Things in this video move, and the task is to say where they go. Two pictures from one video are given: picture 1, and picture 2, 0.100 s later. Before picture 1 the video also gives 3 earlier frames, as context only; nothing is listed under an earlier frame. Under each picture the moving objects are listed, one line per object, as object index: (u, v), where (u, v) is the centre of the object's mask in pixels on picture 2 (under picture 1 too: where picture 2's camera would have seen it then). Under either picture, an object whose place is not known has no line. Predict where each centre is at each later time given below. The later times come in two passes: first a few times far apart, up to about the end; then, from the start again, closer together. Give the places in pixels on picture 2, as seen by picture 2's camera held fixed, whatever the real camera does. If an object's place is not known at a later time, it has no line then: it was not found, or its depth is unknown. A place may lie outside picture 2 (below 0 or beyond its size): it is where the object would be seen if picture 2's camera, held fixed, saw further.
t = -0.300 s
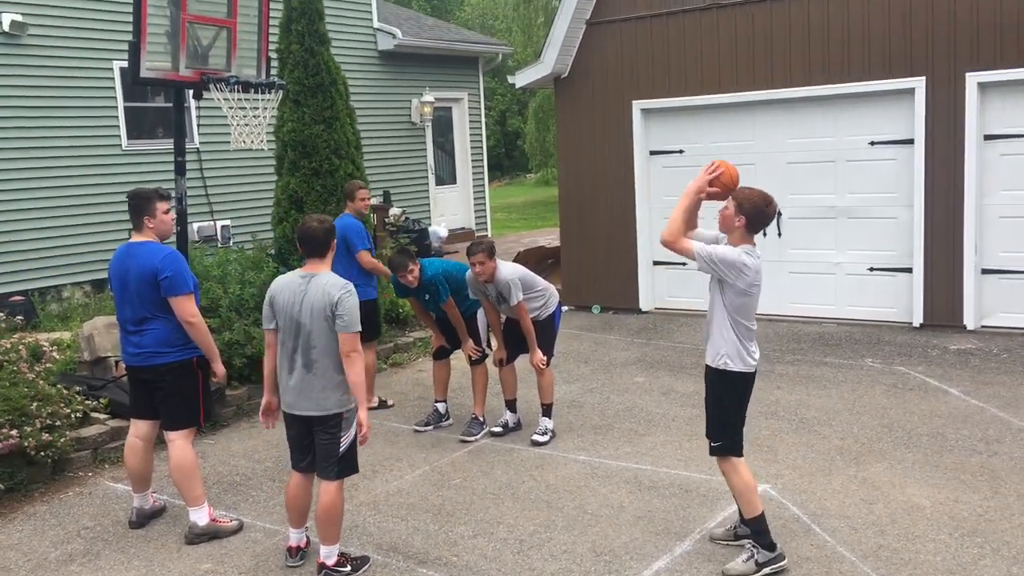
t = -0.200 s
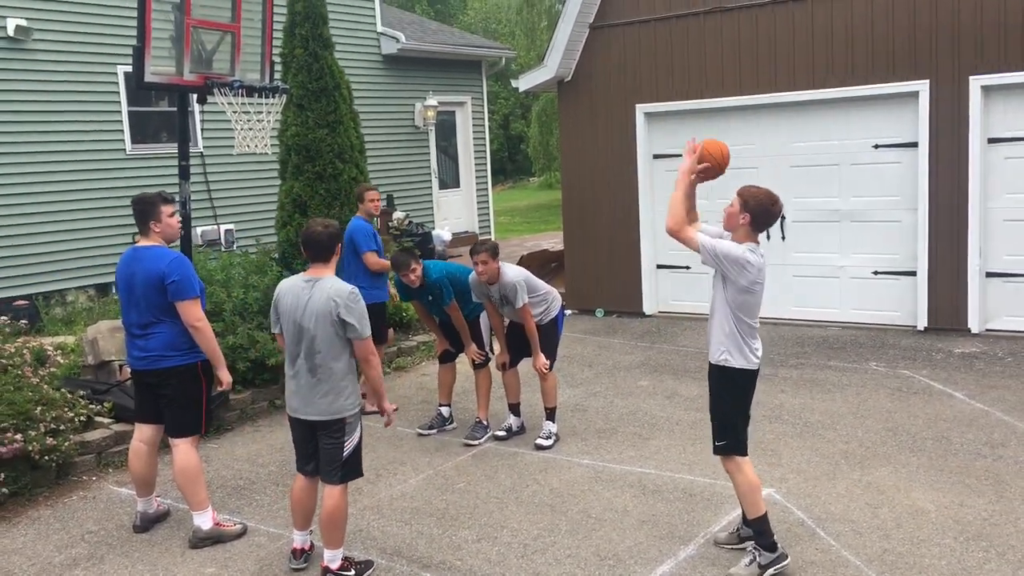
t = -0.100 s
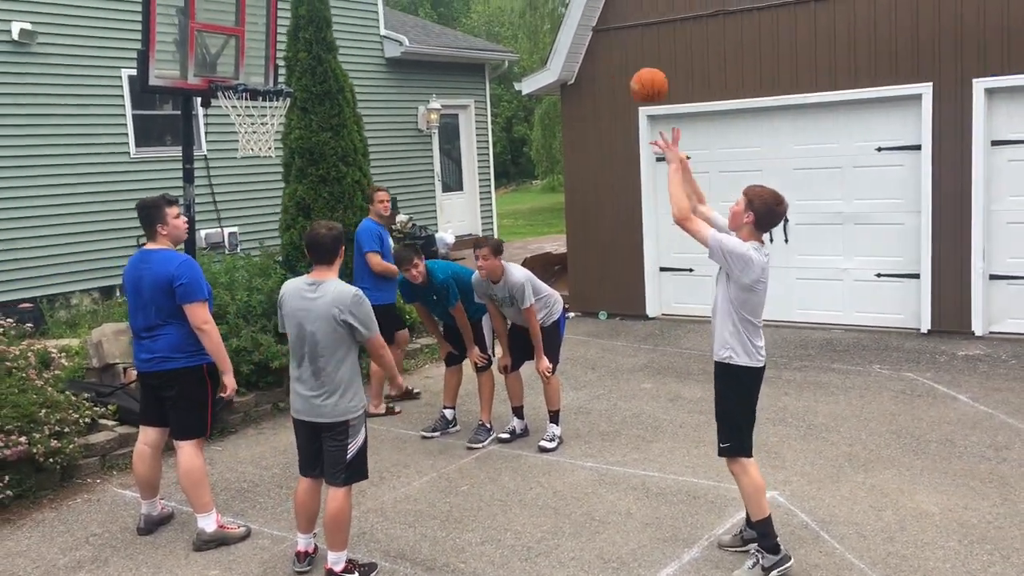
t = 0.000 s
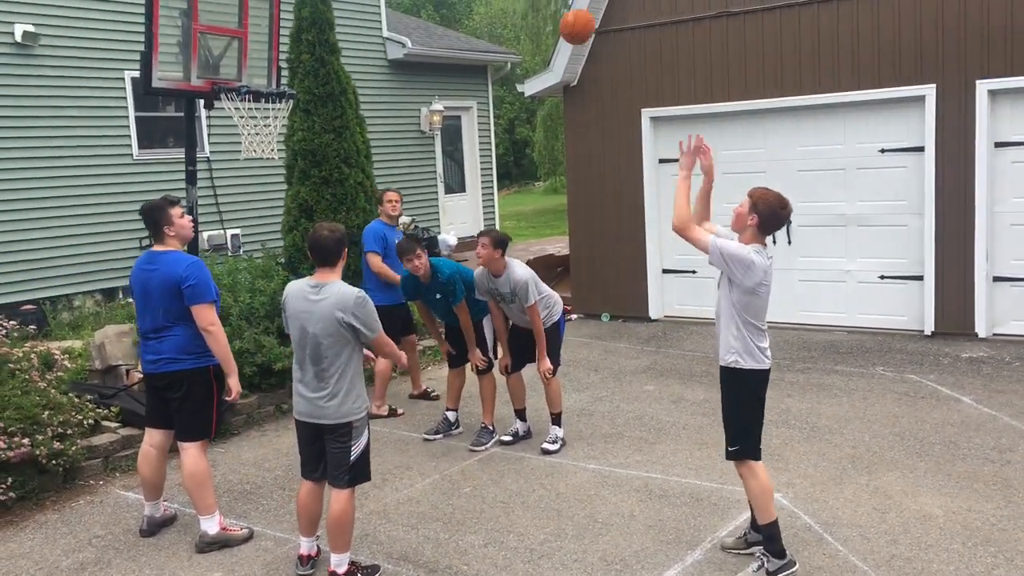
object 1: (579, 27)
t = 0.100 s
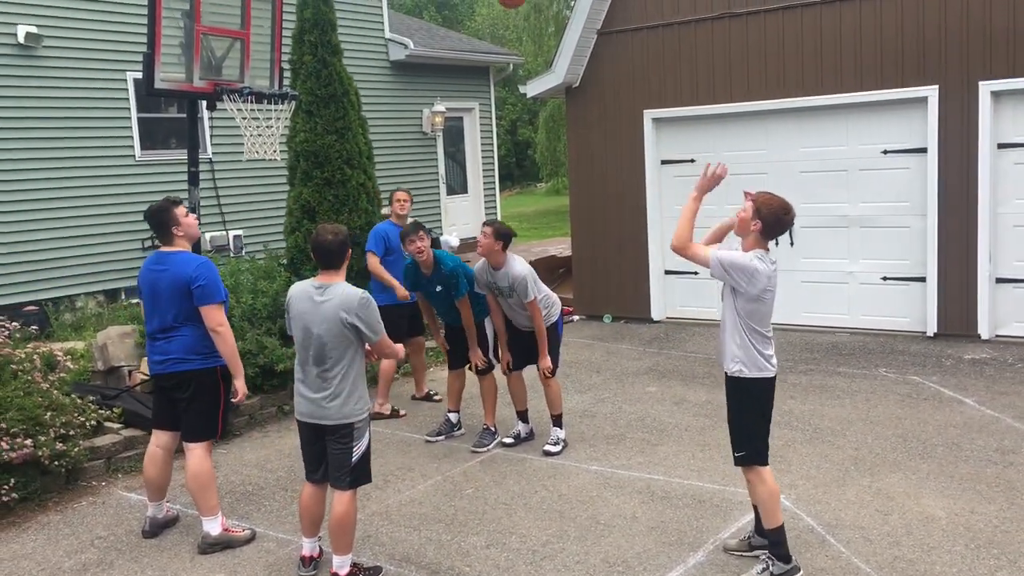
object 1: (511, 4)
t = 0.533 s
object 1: (293, 49)
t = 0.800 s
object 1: (248, 121)
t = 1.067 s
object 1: (258, 173)
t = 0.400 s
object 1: (349, 5)
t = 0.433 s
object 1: (334, 10)
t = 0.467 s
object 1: (320, 21)
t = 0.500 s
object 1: (306, 34)
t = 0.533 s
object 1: (293, 49)
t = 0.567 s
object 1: (281, 65)
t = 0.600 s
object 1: (269, 80)
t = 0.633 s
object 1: (258, 104)
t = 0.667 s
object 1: (250, 112)
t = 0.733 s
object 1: (247, 119)
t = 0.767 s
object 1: (248, 119)
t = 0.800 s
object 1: (248, 121)
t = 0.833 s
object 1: (248, 123)
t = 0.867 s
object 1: (249, 127)
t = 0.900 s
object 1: (250, 133)
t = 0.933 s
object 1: (251, 140)
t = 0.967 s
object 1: (253, 146)
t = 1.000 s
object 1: (256, 156)
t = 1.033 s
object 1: (255, 162)
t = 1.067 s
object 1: (258, 173)
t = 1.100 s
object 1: (261, 184)
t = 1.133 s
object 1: (268, 199)
